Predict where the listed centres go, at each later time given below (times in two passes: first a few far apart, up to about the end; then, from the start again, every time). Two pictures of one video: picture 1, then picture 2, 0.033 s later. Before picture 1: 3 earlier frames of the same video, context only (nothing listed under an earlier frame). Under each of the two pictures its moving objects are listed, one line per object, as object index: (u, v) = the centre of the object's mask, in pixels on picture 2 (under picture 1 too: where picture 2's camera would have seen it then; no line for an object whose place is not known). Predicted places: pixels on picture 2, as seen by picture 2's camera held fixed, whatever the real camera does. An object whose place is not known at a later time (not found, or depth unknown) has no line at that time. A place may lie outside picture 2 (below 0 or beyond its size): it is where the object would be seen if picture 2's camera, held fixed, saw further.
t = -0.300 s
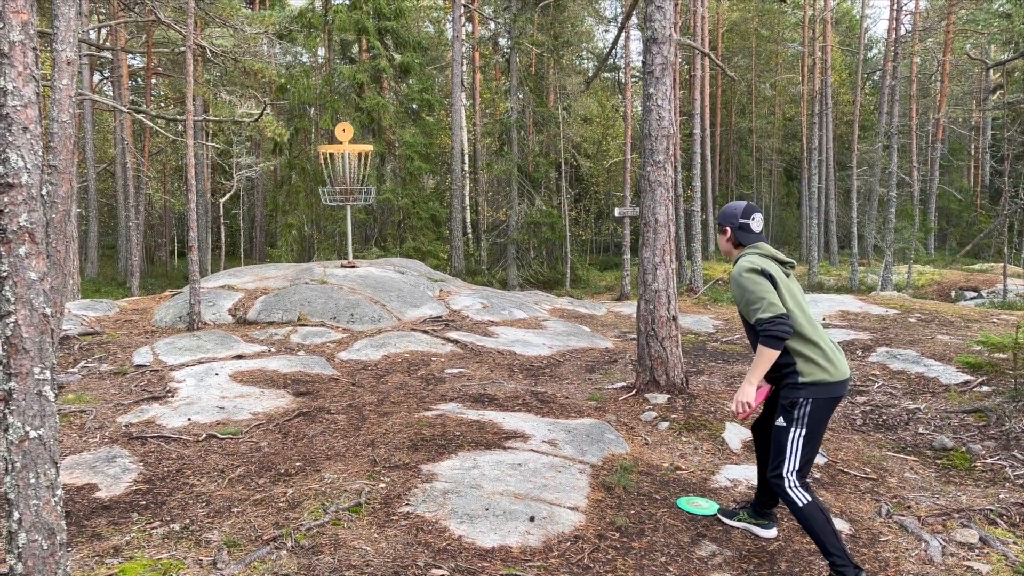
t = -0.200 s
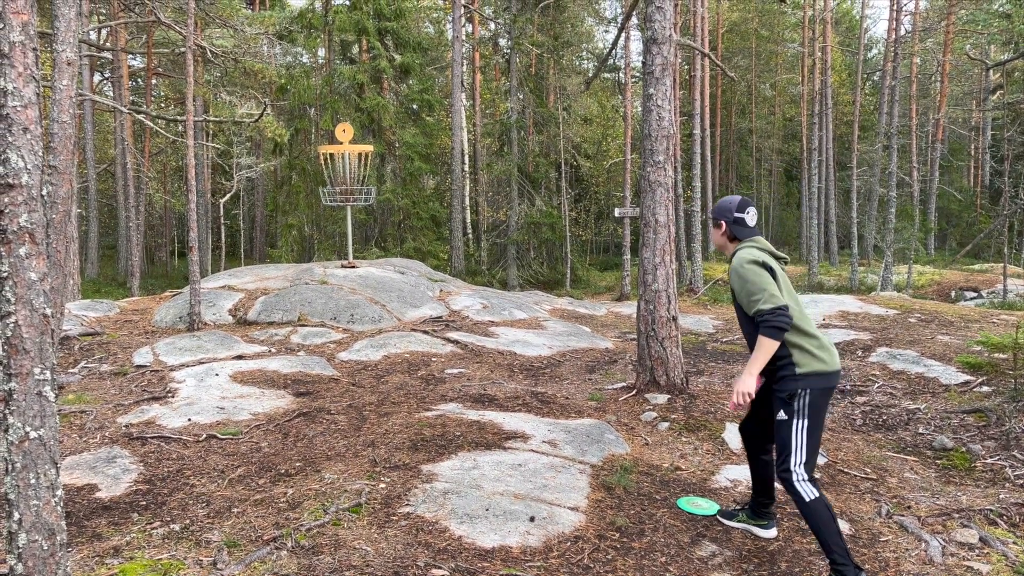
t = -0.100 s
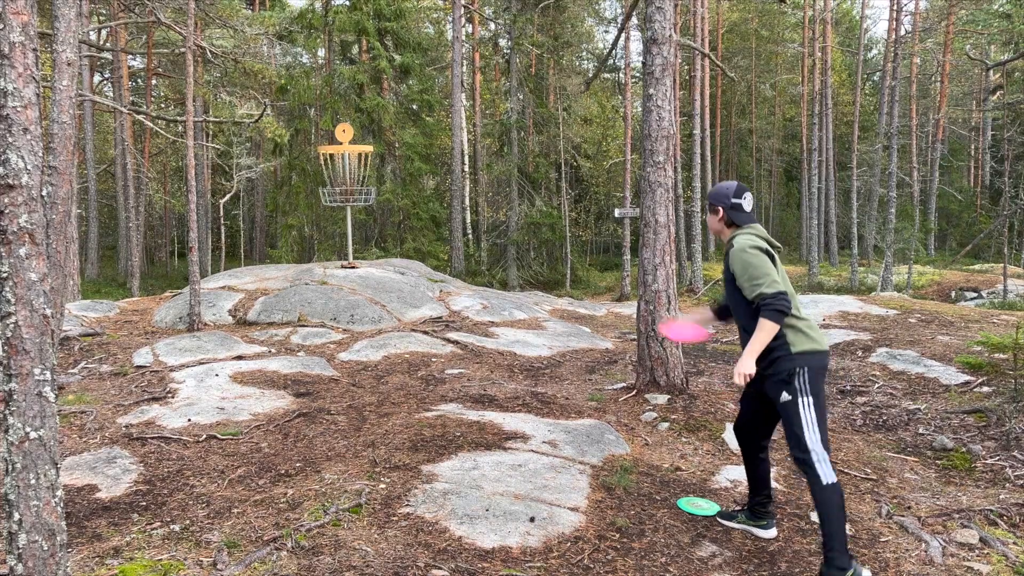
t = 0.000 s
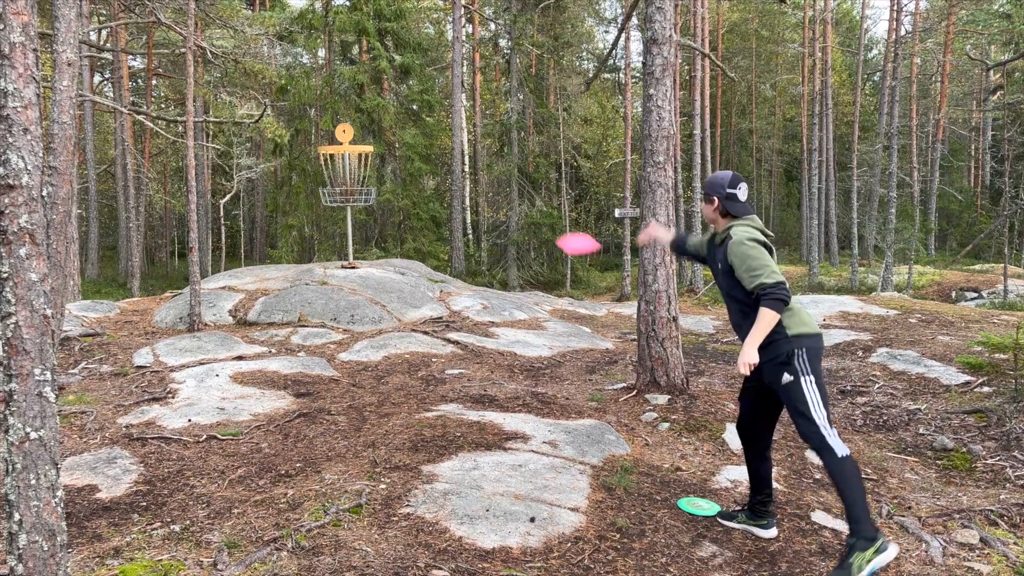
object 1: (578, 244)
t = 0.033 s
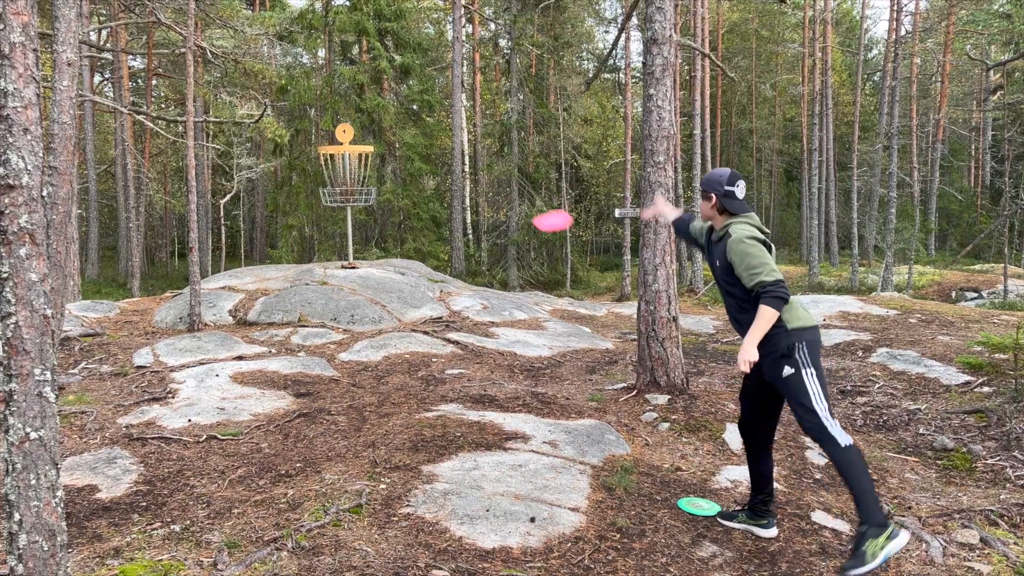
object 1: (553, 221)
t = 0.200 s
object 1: (459, 161)
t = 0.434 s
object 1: (382, 148)
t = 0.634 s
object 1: (341, 162)
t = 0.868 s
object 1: (333, 187)
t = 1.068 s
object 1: (336, 189)
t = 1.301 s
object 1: (339, 191)
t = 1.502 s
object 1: (337, 192)
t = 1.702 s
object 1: (336, 193)
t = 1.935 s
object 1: (336, 193)
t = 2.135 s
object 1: (338, 193)
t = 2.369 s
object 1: (337, 194)
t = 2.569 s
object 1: (337, 194)
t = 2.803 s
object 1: (337, 195)
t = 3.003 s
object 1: (337, 195)
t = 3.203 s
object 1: (338, 195)
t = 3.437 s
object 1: (338, 195)
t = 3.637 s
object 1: (338, 195)
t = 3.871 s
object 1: (337, 195)
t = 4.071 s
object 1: (337, 196)
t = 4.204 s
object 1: (338, 196)
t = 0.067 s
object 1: (528, 202)
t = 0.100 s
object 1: (509, 187)
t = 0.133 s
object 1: (490, 176)
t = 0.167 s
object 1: (474, 167)
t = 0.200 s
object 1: (459, 161)
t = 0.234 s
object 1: (445, 155)
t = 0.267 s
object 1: (433, 152)
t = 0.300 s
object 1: (420, 149)
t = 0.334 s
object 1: (410, 148)
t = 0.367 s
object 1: (399, 148)
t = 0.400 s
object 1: (390, 148)
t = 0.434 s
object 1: (382, 148)
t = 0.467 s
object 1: (373, 150)
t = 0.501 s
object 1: (365, 151)
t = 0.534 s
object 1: (360, 153)
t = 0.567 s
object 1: (348, 157)
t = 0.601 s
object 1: (344, 160)
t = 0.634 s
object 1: (341, 162)
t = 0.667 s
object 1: (340, 164)
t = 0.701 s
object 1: (338, 168)
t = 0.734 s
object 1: (336, 172)
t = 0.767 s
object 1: (334, 178)
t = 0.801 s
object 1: (333, 183)
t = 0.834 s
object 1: (332, 186)
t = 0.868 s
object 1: (333, 187)
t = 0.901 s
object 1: (334, 187)
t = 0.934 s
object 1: (335, 188)
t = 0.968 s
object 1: (335, 188)
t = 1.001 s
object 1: (336, 188)
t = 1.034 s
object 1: (336, 189)
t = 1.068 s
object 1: (336, 189)
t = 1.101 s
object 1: (337, 190)
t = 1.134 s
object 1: (337, 190)
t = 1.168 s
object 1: (337, 191)
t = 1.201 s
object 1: (338, 191)
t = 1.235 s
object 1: (339, 191)
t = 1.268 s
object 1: (339, 191)
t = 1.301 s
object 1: (339, 191)
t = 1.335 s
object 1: (339, 191)
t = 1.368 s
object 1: (339, 191)
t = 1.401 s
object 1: (338, 192)
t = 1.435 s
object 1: (338, 192)
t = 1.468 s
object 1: (337, 192)
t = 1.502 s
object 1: (337, 192)
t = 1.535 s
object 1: (337, 193)
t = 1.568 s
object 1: (337, 192)
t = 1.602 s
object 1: (337, 192)
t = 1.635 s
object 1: (336, 193)
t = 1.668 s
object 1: (336, 193)
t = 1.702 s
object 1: (336, 193)
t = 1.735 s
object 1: (336, 193)
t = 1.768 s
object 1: (336, 193)
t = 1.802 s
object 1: (336, 193)
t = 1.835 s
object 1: (336, 193)
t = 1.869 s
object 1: (336, 193)
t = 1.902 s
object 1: (336, 193)
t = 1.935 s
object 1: (336, 193)
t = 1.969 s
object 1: (337, 193)
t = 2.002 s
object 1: (337, 193)
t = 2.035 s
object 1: (337, 193)
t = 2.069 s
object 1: (337, 193)
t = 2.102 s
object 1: (338, 193)
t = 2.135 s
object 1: (338, 193)
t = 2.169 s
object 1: (338, 194)
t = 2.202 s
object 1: (338, 193)
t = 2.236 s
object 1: (337, 193)
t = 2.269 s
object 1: (337, 193)
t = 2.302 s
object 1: (337, 193)
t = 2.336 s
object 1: (337, 194)
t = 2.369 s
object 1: (337, 194)
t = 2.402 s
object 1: (337, 194)
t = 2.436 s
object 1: (337, 194)
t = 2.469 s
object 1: (337, 194)
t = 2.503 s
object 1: (337, 194)
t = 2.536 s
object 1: (337, 194)
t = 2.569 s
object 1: (337, 194)
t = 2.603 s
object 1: (337, 194)
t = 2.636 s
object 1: (338, 194)
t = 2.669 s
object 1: (338, 194)
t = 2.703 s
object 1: (338, 195)
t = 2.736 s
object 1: (338, 195)
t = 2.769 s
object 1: (338, 195)
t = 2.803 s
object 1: (337, 195)
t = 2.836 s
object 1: (337, 195)
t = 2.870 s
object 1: (337, 195)
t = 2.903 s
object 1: (337, 195)
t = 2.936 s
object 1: (337, 195)
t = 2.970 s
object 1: (337, 195)
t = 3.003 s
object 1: (337, 195)
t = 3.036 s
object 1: (338, 195)
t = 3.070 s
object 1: (337, 195)
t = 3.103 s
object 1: (338, 195)
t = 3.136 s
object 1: (337, 195)
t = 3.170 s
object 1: (338, 195)
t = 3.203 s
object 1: (338, 195)
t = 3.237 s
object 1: (338, 195)
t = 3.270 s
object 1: (338, 195)
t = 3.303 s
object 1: (338, 195)
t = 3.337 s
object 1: (338, 195)
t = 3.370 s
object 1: (338, 195)
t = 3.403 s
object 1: (338, 195)
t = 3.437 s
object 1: (338, 195)
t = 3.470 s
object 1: (338, 195)
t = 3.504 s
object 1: (338, 195)
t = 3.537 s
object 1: (338, 195)
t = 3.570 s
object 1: (338, 195)
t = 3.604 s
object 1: (338, 195)
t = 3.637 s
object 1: (338, 195)
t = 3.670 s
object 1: (338, 195)
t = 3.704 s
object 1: (338, 195)
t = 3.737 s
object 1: (337, 195)
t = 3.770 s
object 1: (337, 195)
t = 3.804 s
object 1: (337, 195)
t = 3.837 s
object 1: (337, 195)
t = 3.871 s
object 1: (337, 195)
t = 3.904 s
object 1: (337, 195)
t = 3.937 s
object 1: (337, 195)
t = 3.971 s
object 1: (337, 196)
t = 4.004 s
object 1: (337, 195)
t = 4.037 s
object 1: (337, 196)
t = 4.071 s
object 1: (337, 196)
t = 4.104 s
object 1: (337, 196)
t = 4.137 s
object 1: (338, 195)
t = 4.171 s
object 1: (338, 195)
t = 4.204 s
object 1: (338, 196)
